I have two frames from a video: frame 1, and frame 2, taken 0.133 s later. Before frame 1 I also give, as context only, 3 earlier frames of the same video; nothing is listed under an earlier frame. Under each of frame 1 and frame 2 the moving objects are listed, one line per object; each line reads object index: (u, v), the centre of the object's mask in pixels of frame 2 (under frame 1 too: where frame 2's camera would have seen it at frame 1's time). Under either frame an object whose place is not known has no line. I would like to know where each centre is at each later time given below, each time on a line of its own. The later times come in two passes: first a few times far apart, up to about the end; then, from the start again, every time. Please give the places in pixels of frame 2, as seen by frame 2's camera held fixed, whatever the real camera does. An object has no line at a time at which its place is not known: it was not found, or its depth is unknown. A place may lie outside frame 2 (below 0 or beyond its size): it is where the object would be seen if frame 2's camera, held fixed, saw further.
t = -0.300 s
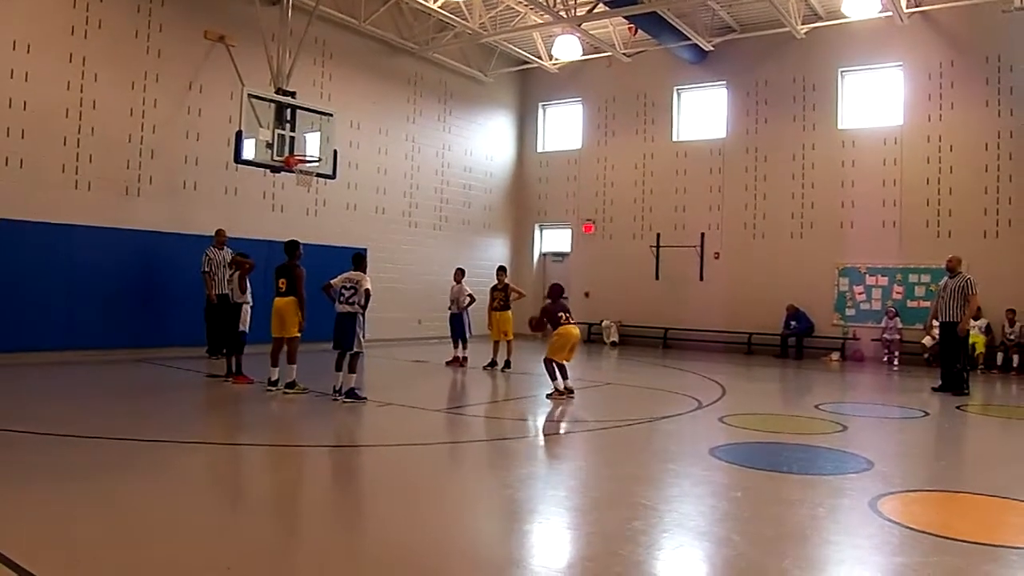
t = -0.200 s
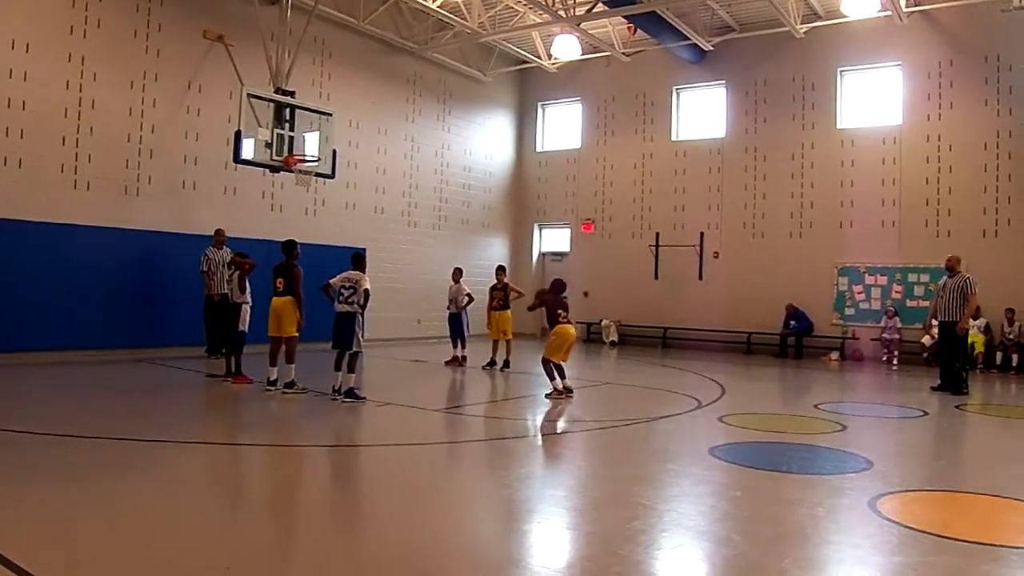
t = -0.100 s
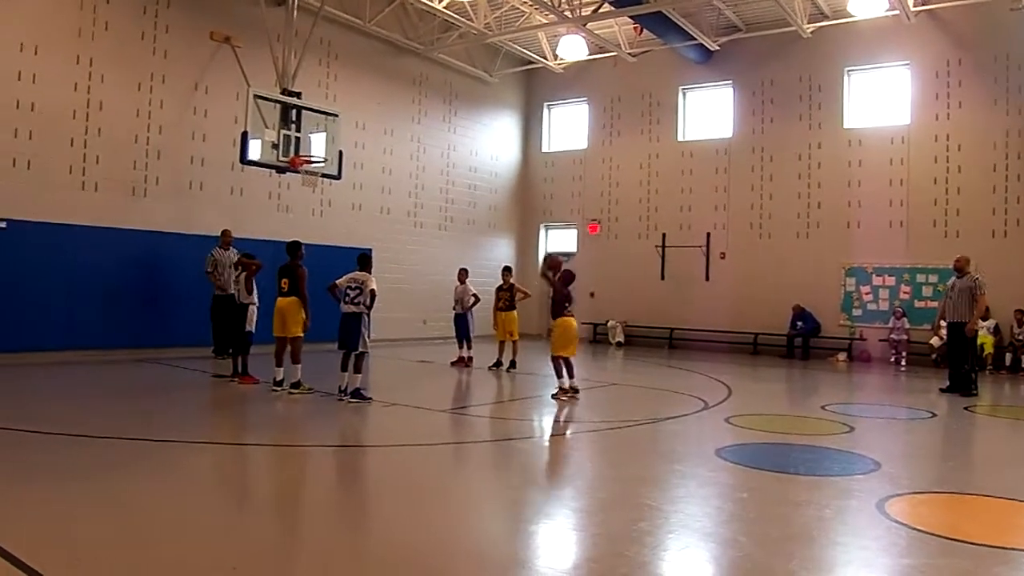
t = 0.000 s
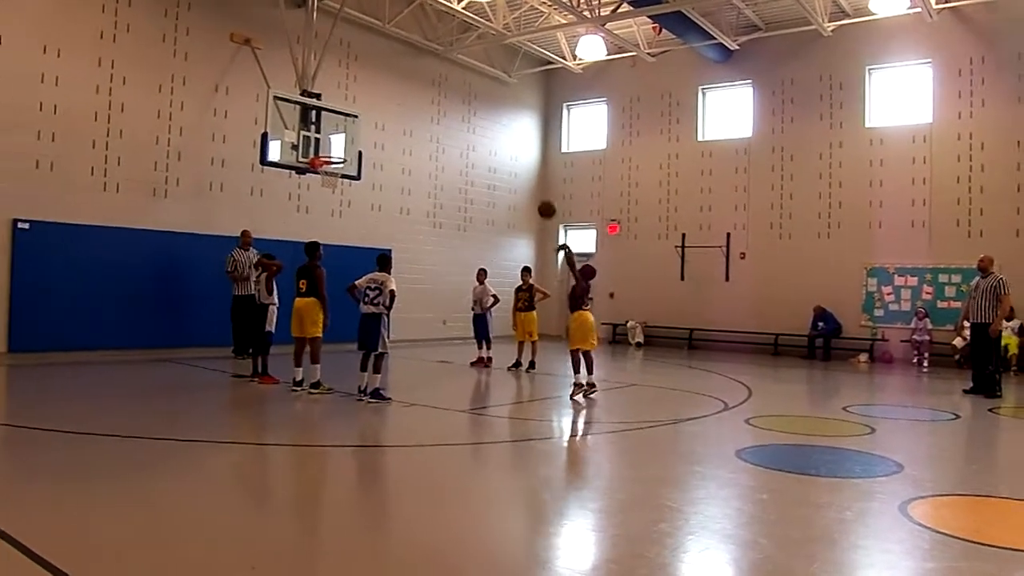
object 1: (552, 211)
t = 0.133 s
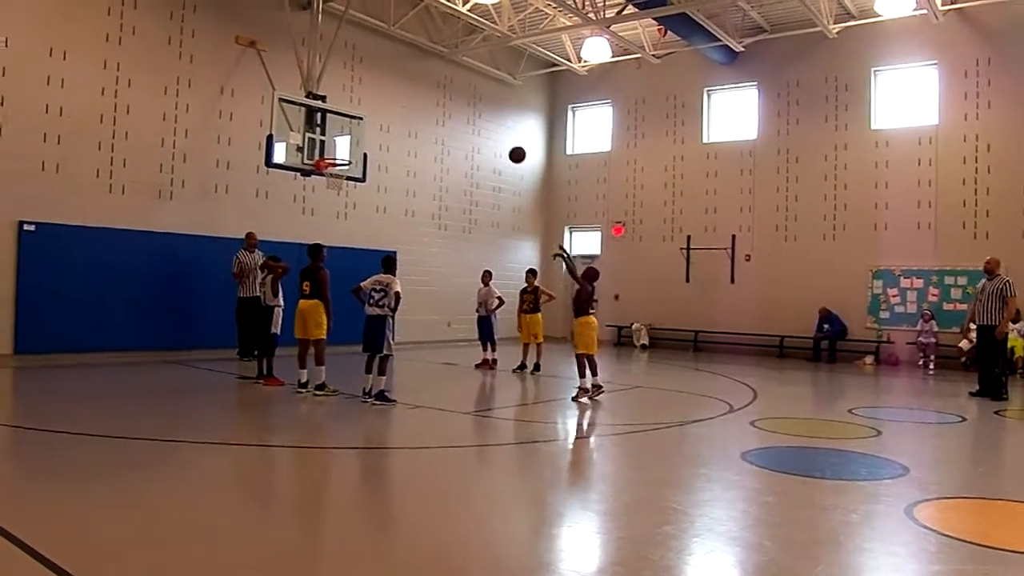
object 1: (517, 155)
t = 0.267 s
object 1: (485, 115)
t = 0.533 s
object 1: (425, 80)
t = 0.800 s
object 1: (371, 95)
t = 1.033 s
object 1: (336, 141)
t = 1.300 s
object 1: (364, 131)
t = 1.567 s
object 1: (389, 144)
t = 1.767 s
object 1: (408, 193)
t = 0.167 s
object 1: (509, 143)
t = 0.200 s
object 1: (501, 133)
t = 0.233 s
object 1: (494, 123)
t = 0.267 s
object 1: (485, 115)
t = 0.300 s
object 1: (477, 108)
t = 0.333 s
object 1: (469, 101)
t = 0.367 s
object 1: (462, 96)
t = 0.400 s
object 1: (454, 91)
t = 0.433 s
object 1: (447, 87)
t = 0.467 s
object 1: (440, 84)
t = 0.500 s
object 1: (432, 82)
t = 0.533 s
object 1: (425, 80)
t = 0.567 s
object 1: (418, 80)
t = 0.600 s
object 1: (411, 80)
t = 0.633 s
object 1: (404, 81)
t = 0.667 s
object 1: (397, 82)
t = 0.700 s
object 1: (391, 85)
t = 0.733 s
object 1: (384, 88)
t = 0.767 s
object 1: (378, 91)
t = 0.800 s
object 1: (371, 95)
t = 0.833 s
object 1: (365, 100)
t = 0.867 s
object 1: (358, 107)
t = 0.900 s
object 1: (352, 113)
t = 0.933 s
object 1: (345, 120)
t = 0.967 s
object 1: (339, 127)
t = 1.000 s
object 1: (333, 135)
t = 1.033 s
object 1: (336, 141)
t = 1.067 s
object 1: (341, 148)
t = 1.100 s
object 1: (346, 152)
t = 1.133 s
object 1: (349, 147)
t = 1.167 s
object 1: (352, 142)
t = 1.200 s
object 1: (355, 139)
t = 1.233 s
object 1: (357, 135)
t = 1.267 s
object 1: (361, 133)
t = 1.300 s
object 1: (364, 131)
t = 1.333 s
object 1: (367, 130)
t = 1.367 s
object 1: (370, 130)
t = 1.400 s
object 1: (373, 130)
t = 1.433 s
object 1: (376, 132)
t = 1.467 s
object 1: (379, 134)
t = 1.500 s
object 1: (383, 136)
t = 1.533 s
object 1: (386, 140)
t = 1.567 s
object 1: (389, 144)
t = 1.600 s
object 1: (392, 150)
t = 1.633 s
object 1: (395, 157)
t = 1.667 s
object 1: (399, 164)
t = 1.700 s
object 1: (402, 172)
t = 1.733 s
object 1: (405, 182)
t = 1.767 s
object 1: (408, 193)
